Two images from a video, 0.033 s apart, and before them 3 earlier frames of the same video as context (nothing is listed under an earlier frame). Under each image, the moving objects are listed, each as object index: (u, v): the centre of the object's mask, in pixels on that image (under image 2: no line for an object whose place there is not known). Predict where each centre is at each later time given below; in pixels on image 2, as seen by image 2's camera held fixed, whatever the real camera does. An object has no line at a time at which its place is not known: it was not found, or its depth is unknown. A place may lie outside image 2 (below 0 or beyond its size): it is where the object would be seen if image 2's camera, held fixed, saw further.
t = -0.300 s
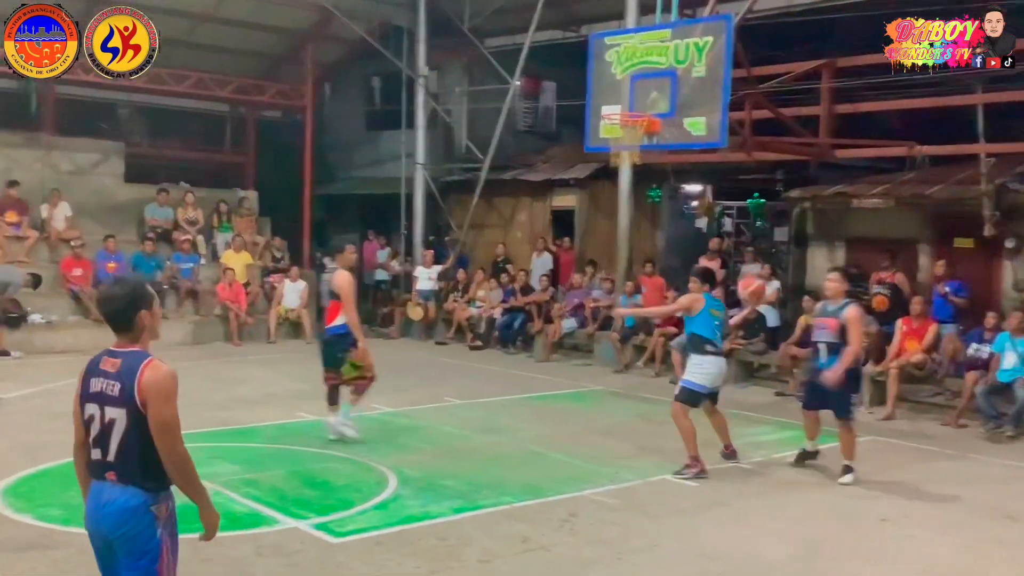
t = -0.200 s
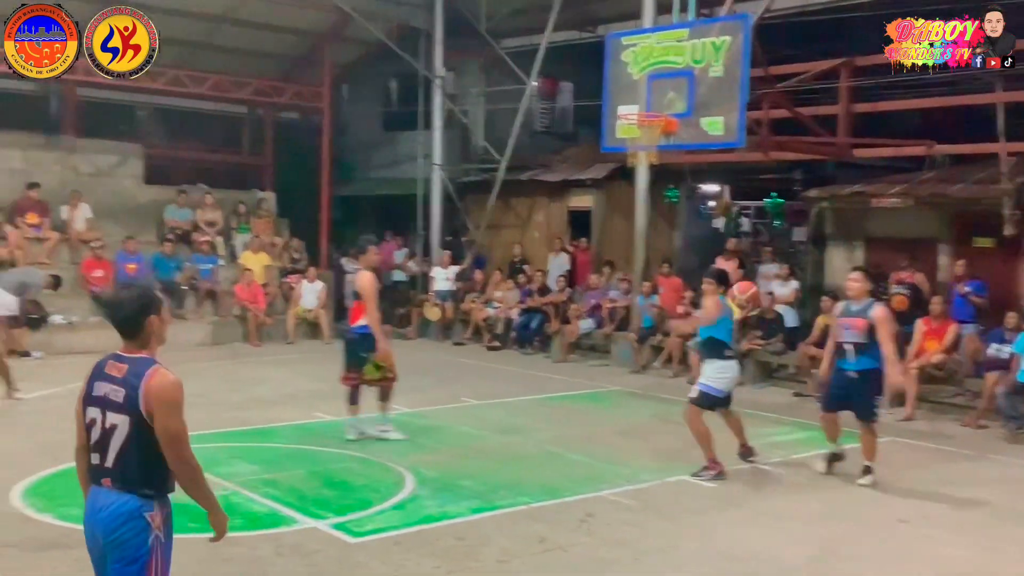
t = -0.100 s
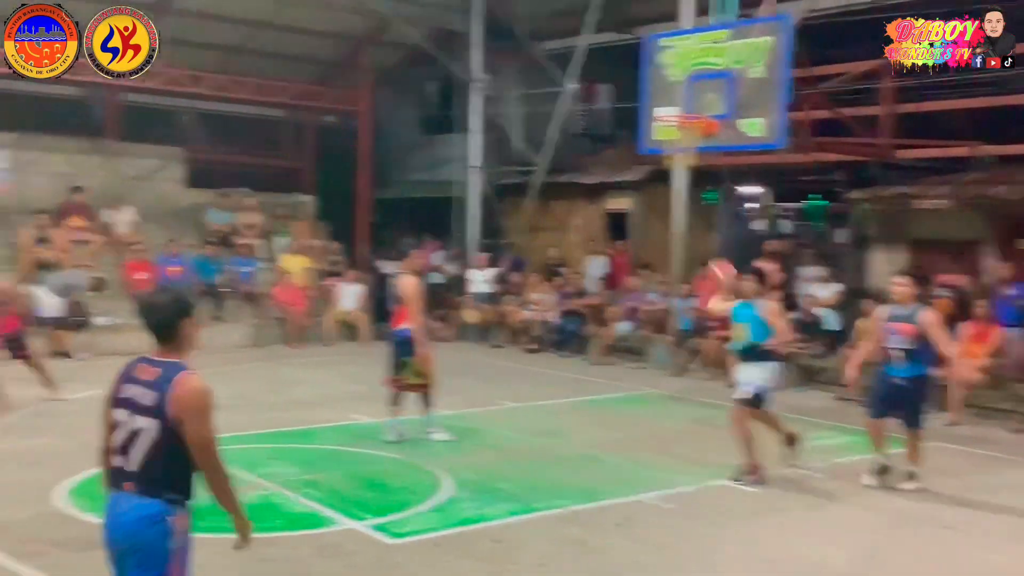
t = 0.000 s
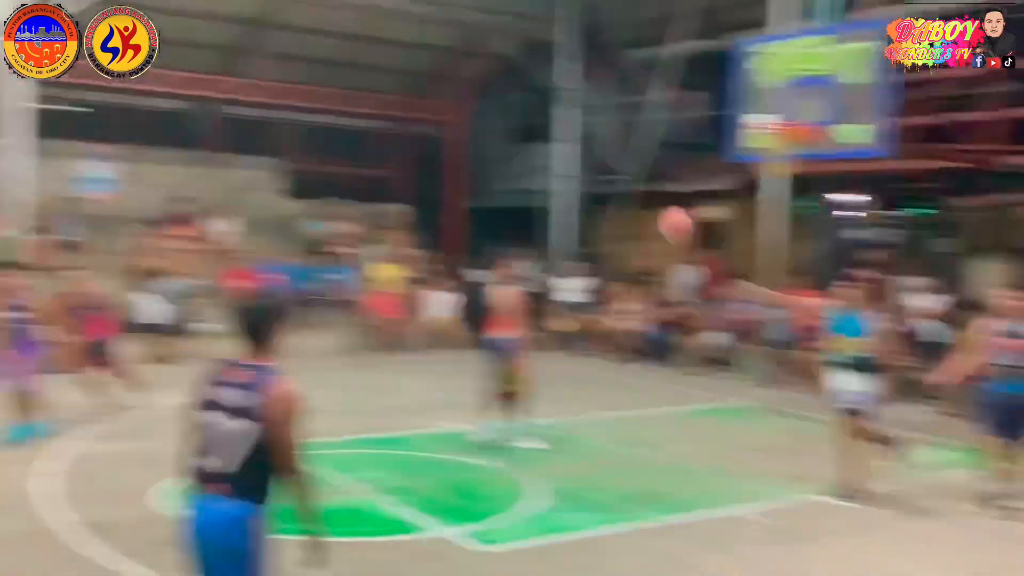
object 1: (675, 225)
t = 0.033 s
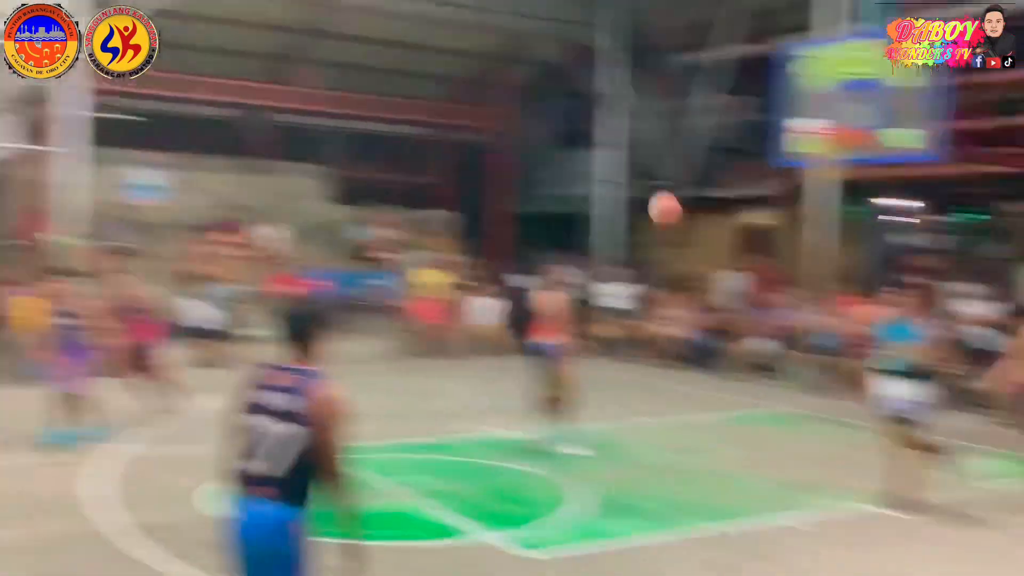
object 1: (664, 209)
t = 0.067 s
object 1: (612, 191)
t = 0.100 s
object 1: (555, 172)
